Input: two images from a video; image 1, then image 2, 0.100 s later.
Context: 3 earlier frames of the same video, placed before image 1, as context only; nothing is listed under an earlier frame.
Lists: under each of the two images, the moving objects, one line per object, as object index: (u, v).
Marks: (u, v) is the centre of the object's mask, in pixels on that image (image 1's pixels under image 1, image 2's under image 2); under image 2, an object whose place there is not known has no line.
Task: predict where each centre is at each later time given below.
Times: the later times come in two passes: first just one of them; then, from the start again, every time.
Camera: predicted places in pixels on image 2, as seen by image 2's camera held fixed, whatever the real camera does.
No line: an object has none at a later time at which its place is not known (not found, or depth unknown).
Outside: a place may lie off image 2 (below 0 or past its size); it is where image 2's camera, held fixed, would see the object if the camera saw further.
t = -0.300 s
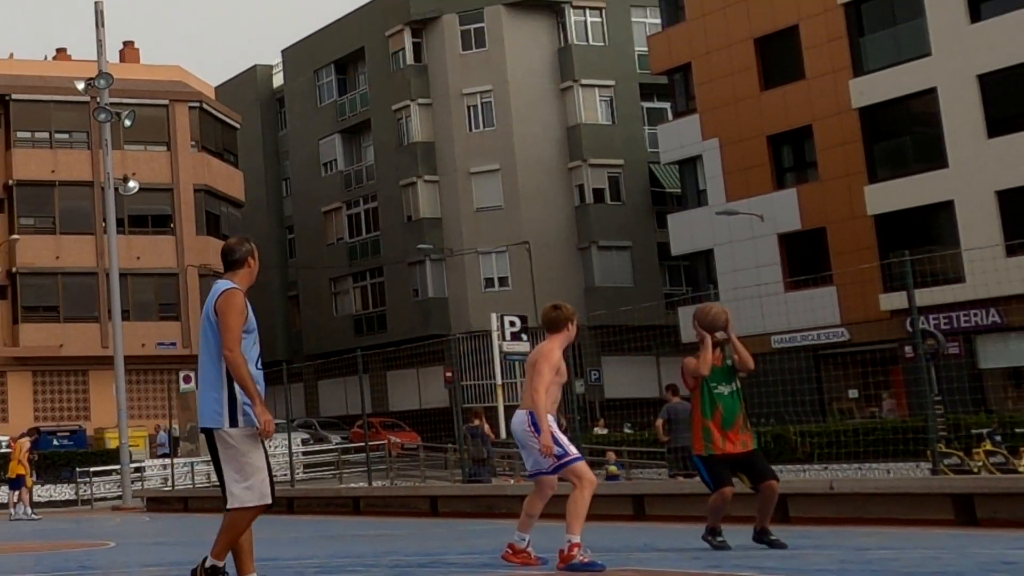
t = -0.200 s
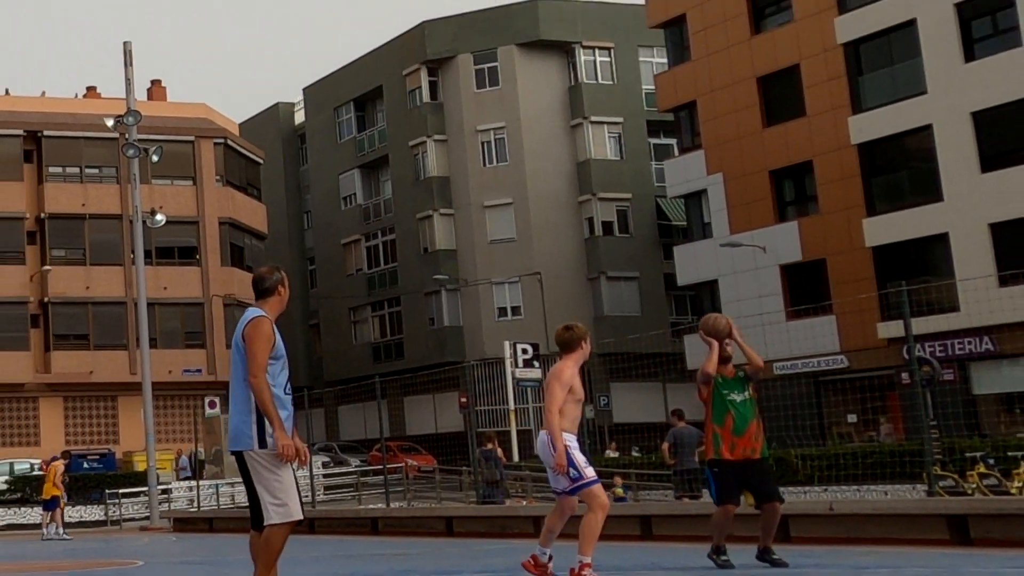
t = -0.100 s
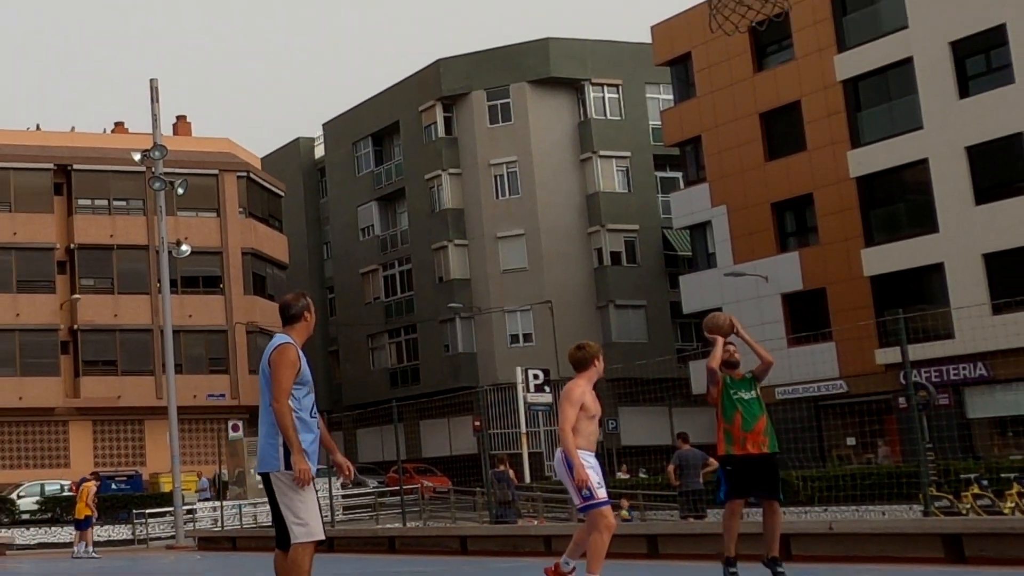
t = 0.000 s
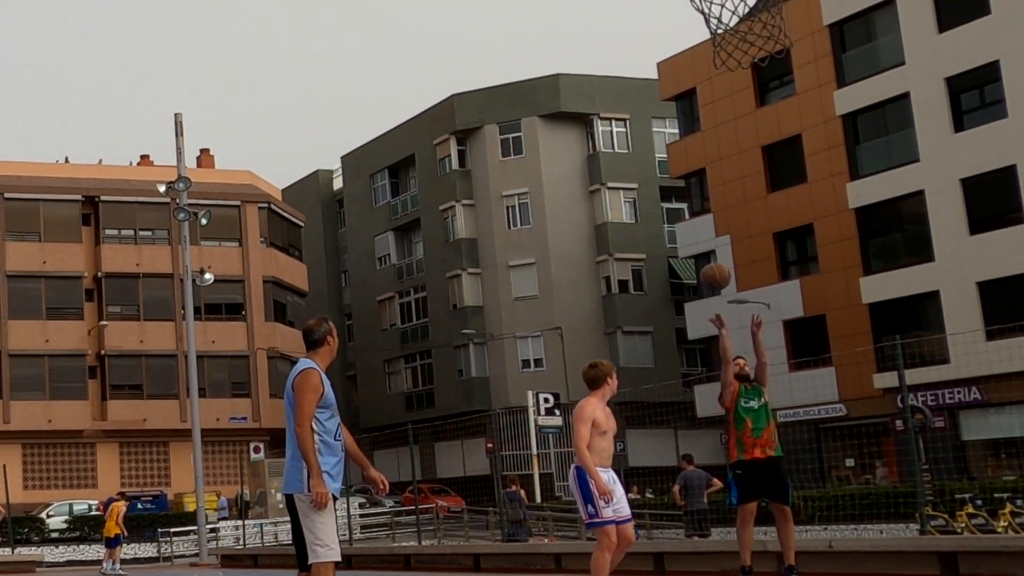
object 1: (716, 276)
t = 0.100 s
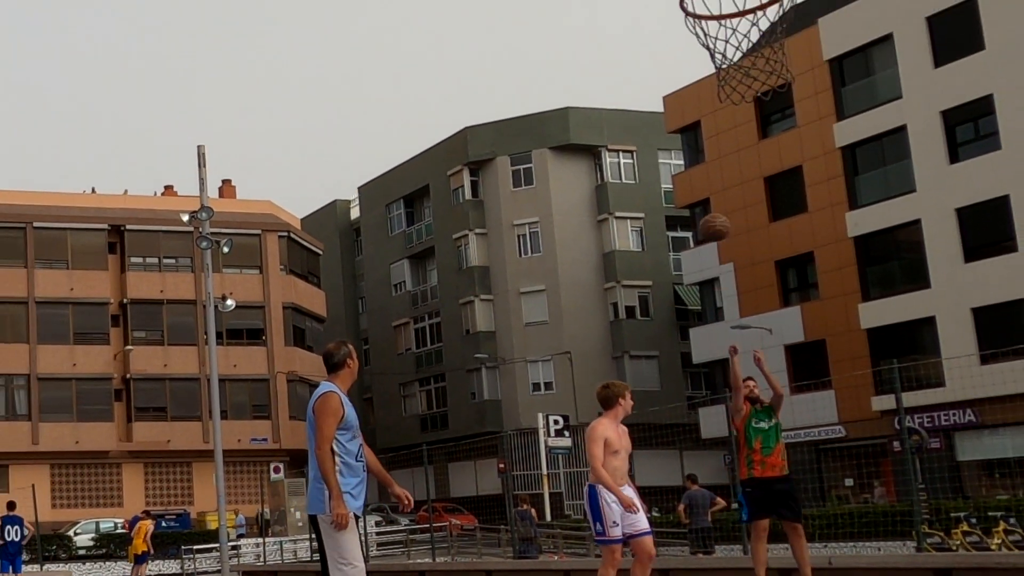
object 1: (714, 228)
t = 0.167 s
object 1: (714, 179)
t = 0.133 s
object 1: (715, 203)
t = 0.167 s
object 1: (714, 179)
